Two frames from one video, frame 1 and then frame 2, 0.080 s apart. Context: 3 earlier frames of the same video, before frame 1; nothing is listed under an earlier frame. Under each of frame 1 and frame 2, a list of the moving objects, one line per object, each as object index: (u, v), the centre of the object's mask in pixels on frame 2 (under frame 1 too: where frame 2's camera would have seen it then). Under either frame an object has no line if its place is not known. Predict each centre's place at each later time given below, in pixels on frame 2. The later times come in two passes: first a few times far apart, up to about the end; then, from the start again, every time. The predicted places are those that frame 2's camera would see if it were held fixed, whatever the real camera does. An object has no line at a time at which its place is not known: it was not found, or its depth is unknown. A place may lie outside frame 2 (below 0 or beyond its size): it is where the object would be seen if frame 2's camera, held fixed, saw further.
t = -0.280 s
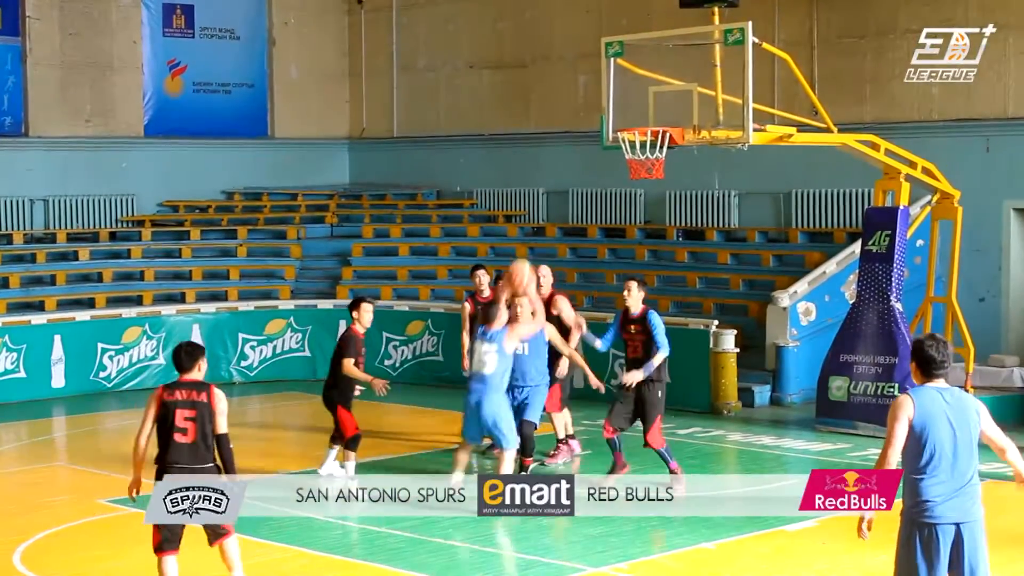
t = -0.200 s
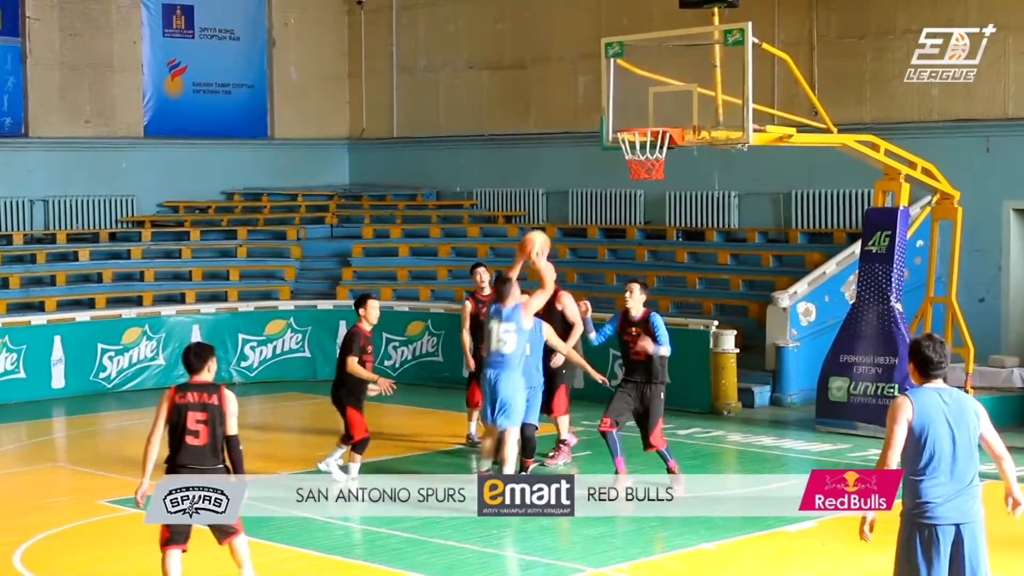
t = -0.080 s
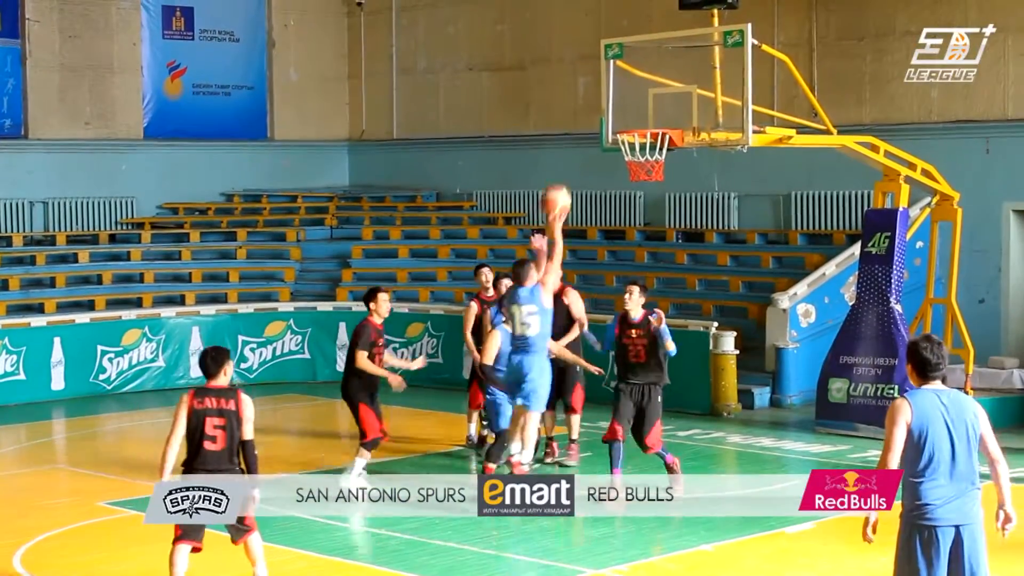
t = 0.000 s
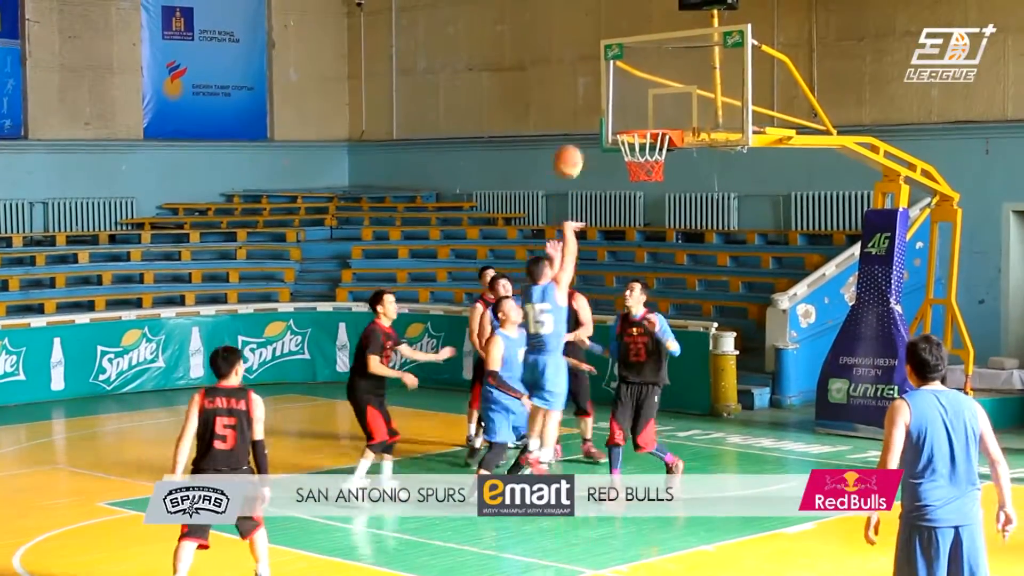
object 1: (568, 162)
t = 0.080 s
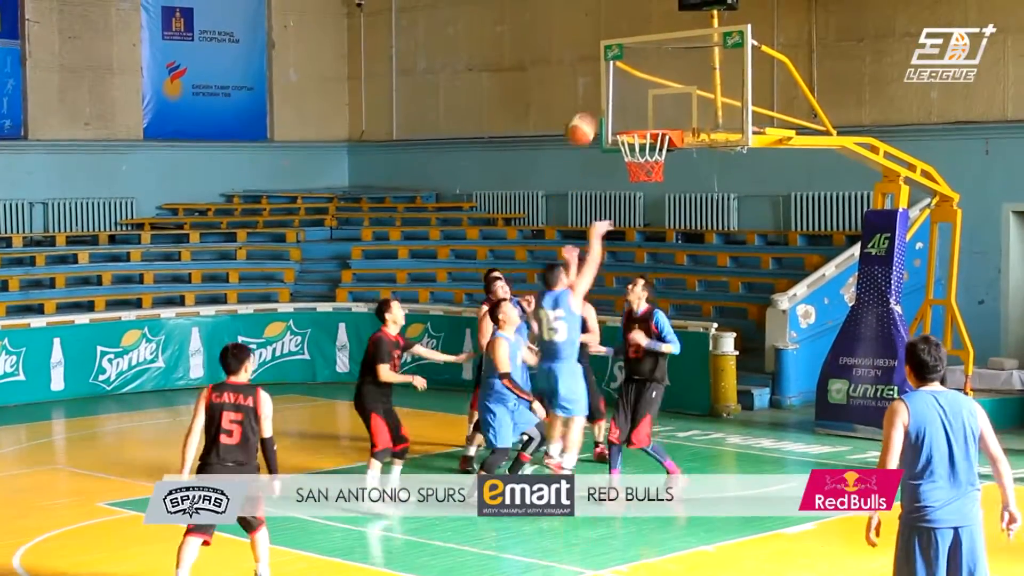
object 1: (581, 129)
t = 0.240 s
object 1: (604, 88)
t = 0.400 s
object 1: (627, 79)
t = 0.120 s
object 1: (587, 116)
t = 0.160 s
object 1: (593, 105)
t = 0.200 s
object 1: (598, 95)
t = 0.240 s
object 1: (604, 88)
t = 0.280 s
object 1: (610, 83)
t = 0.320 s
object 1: (616, 80)
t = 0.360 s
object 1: (621, 79)
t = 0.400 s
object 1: (627, 79)
